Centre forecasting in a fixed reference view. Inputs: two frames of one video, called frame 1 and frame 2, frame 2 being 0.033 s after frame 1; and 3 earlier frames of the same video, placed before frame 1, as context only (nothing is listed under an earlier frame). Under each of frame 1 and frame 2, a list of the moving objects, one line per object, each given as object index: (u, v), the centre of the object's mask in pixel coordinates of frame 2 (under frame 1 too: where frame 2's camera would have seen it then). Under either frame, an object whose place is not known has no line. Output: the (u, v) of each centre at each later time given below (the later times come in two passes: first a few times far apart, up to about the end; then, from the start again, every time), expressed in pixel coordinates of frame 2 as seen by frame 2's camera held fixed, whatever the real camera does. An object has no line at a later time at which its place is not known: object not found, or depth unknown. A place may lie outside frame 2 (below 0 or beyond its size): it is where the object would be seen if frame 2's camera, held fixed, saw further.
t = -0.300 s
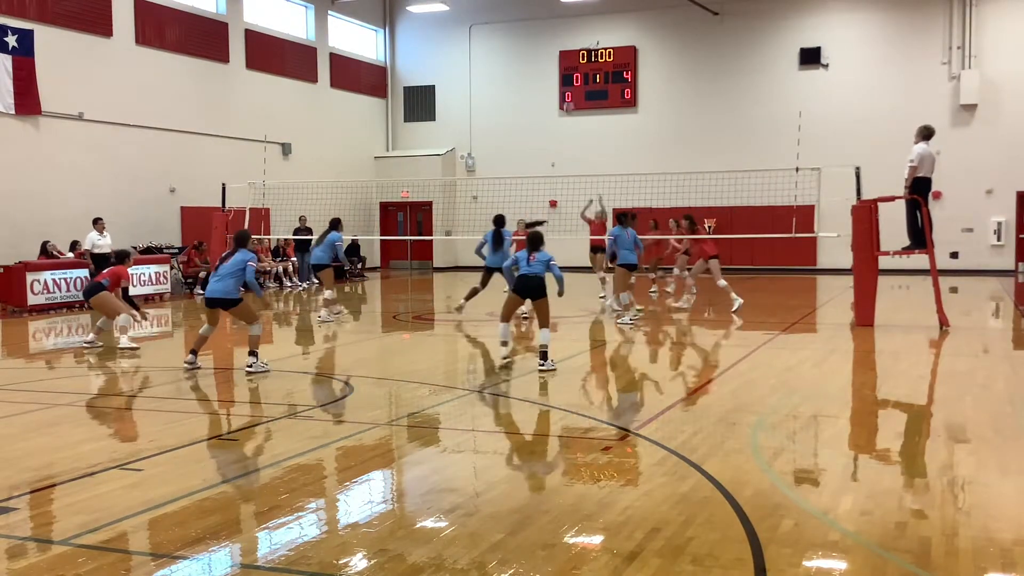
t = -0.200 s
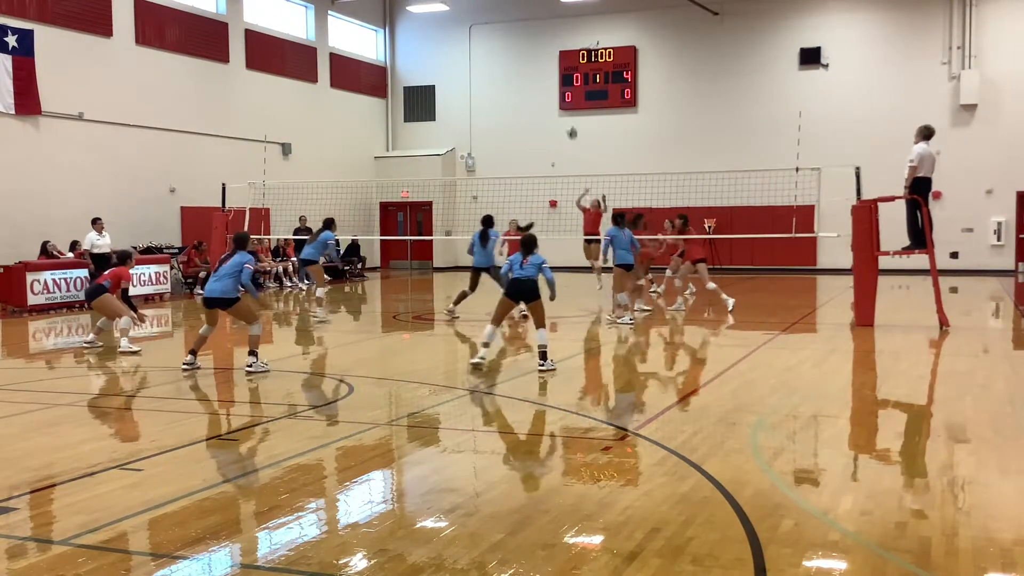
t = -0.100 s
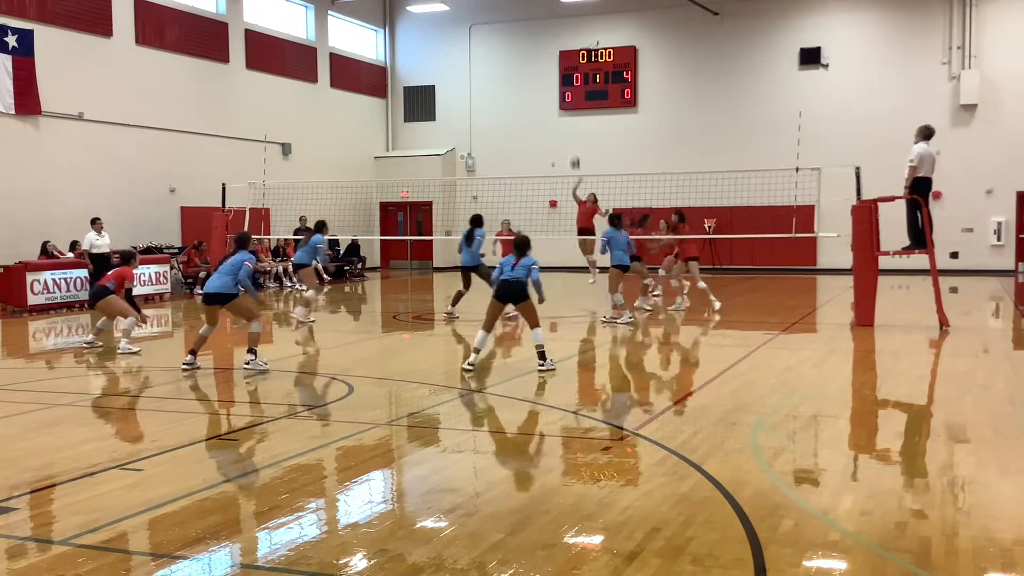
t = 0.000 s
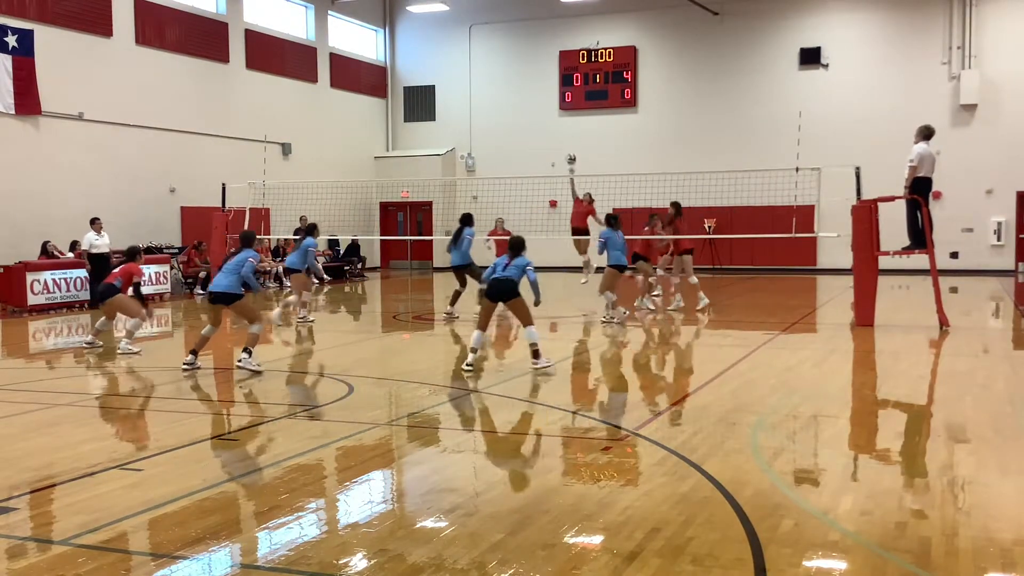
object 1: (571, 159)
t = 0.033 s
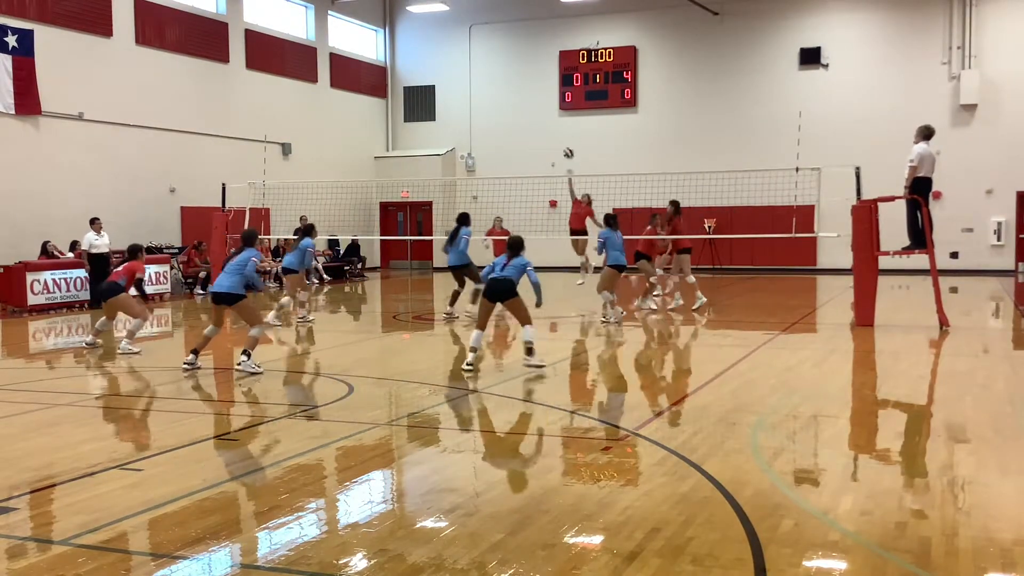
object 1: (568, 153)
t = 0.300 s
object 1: (547, 125)
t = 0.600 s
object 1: (518, 145)
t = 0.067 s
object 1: (566, 147)
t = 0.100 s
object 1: (563, 143)
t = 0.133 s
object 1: (561, 138)
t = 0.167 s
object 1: (558, 135)
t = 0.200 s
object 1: (555, 131)
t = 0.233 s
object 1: (552, 128)
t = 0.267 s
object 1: (549, 126)
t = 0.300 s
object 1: (547, 125)
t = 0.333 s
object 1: (544, 125)
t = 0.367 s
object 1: (541, 124)
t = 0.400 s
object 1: (538, 125)
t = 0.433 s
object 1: (535, 126)
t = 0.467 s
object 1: (531, 129)
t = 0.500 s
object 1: (528, 131)
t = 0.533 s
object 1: (525, 135)
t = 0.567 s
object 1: (522, 139)
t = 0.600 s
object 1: (518, 145)
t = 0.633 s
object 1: (515, 150)
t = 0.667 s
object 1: (512, 158)
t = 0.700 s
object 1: (508, 165)
